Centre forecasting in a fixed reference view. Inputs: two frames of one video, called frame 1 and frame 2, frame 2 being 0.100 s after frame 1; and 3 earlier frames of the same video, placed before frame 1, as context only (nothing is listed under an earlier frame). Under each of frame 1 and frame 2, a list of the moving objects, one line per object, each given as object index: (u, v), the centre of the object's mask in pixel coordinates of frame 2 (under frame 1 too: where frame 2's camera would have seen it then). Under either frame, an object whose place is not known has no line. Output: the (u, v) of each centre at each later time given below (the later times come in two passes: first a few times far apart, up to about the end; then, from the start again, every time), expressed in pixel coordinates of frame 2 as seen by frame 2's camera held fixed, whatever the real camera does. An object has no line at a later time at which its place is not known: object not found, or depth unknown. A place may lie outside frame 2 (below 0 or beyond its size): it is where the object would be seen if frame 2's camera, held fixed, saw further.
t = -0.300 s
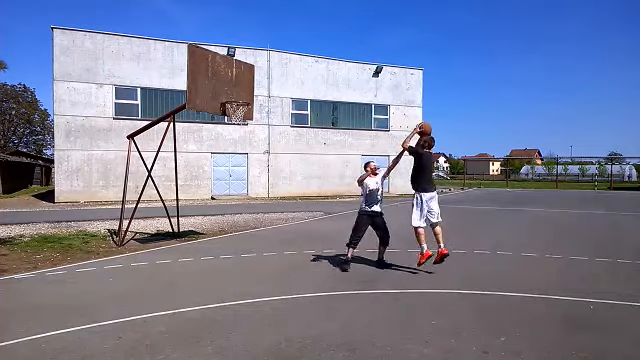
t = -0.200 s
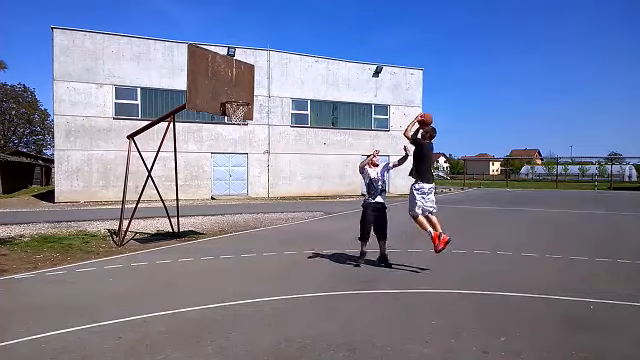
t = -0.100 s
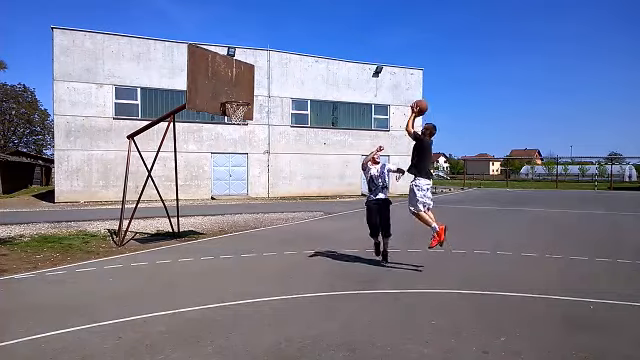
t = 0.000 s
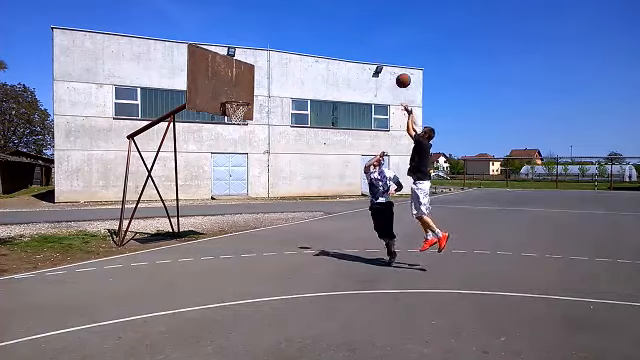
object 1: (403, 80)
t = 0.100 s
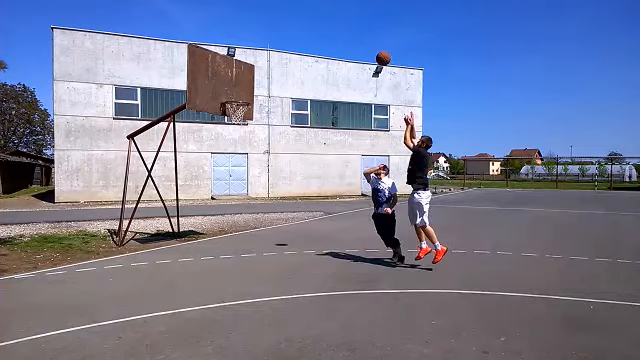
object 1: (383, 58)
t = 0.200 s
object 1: (364, 42)
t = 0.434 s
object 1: (322, 29)
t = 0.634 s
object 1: (289, 42)
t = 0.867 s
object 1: (253, 83)
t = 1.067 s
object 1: (232, 122)
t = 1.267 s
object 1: (225, 148)
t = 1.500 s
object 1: (216, 205)
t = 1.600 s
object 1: (212, 238)
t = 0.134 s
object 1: (376, 52)
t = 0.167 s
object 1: (370, 47)
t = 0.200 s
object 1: (364, 42)
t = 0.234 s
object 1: (358, 38)
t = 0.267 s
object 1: (352, 35)
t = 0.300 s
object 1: (345, 33)
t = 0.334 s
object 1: (339, 31)
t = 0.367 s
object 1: (333, 30)
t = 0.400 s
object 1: (327, 29)
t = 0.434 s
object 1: (322, 29)
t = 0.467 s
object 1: (316, 30)
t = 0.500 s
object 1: (310, 31)
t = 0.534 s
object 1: (305, 33)
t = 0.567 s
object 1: (300, 36)
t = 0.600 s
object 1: (294, 39)
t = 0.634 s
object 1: (289, 42)
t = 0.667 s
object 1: (283, 46)
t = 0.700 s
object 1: (278, 51)
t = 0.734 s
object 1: (273, 57)
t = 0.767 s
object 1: (268, 62)
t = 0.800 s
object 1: (263, 69)
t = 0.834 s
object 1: (258, 75)
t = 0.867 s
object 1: (253, 83)
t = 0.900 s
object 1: (248, 90)
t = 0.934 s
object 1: (243, 97)
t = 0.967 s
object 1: (236, 106)
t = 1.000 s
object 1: (230, 111)
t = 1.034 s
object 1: (233, 118)
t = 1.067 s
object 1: (232, 122)
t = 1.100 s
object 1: (231, 125)
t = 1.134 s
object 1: (229, 128)
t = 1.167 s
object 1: (228, 132)
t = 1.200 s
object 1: (227, 137)
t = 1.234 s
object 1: (226, 142)
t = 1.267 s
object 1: (225, 148)
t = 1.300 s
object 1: (224, 155)
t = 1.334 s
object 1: (222, 162)
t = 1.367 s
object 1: (221, 170)
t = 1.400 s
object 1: (220, 178)
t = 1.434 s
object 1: (219, 187)
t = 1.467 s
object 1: (217, 196)
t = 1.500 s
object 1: (216, 205)
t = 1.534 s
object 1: (215, 216)
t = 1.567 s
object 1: (213, 227)
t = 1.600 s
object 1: (212, 238)
